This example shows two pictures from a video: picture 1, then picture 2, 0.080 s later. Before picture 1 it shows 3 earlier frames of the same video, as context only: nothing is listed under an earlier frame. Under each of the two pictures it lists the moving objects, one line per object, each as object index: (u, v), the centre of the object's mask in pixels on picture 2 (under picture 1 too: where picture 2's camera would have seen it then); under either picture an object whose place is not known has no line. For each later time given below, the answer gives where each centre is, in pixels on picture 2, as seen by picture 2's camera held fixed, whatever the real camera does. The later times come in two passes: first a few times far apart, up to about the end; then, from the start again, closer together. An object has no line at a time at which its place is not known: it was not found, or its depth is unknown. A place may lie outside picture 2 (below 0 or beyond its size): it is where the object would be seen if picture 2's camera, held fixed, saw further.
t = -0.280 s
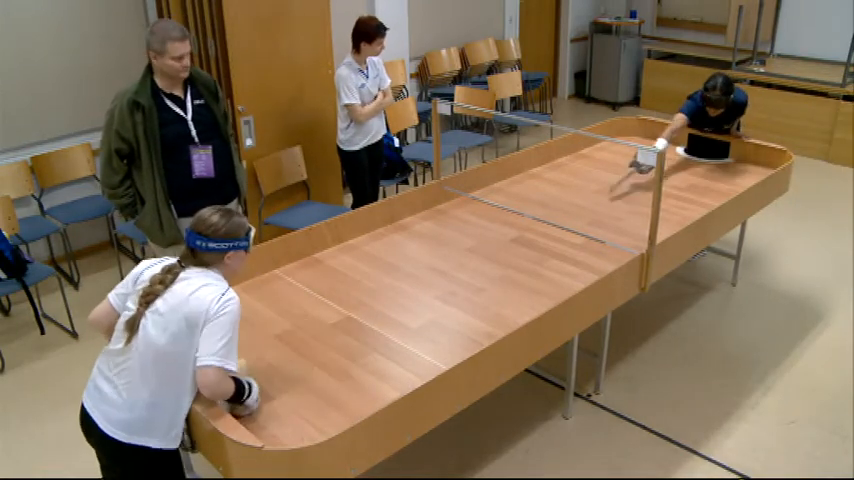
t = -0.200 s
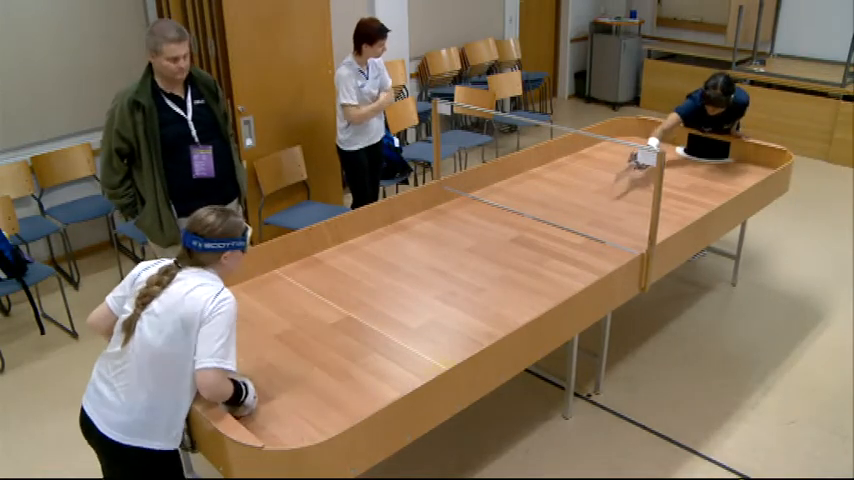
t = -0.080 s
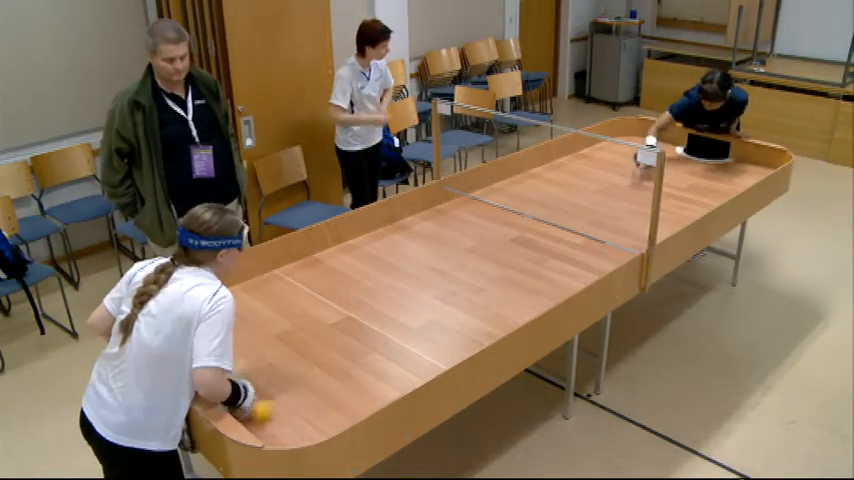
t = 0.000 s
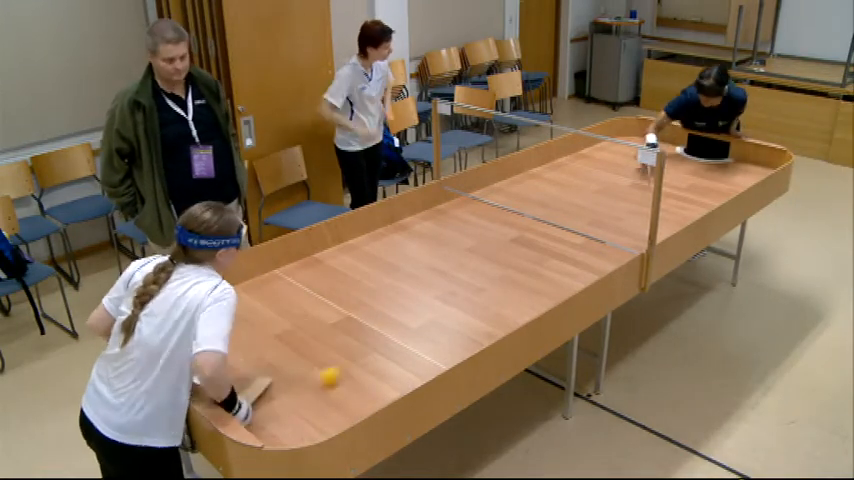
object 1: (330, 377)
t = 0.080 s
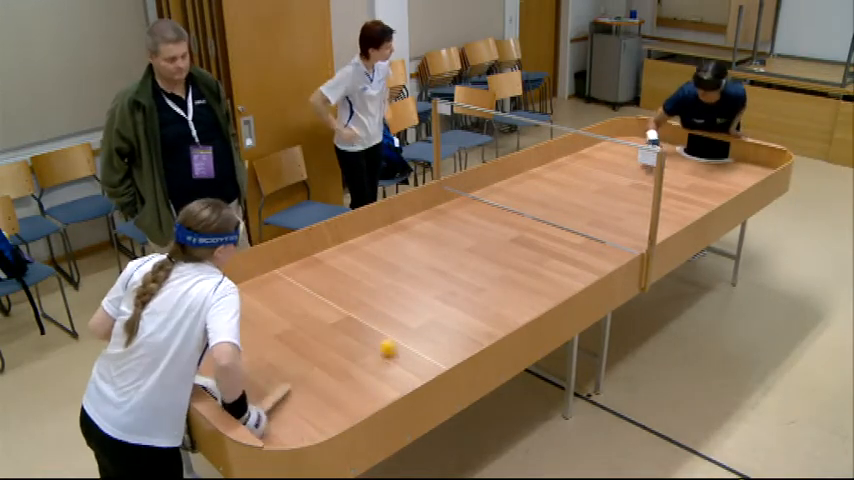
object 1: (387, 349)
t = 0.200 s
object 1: (456, 312)
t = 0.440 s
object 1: (549, 262)
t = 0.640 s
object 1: (599, 235)
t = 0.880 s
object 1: (647, 212)
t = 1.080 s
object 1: (681, 195)
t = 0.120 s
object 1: (412, 335)
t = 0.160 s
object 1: (435, 324)
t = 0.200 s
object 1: (456, 312)
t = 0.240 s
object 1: (474, 302)
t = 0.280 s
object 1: (492, 293)
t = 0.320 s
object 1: (508, 284)
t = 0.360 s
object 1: (523, 276)
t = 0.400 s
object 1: (536, 269)
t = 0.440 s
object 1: (549, 262)
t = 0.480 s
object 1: (560, 256)
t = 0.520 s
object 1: (571, 251)
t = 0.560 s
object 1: (582, 246)
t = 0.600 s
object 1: (591, 242)
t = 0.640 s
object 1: (599, 235)
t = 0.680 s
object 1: (608, 232)
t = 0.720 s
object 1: (618, 228)
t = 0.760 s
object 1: (625, 224)
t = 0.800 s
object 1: (633, 220)
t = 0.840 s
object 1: (641, 216)
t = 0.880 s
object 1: (647, 212)
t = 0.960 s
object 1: (664, 205)
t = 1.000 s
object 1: (669, 201)
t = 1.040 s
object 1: (675, 198)
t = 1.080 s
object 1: (681, 195)
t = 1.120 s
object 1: (687, 191)
